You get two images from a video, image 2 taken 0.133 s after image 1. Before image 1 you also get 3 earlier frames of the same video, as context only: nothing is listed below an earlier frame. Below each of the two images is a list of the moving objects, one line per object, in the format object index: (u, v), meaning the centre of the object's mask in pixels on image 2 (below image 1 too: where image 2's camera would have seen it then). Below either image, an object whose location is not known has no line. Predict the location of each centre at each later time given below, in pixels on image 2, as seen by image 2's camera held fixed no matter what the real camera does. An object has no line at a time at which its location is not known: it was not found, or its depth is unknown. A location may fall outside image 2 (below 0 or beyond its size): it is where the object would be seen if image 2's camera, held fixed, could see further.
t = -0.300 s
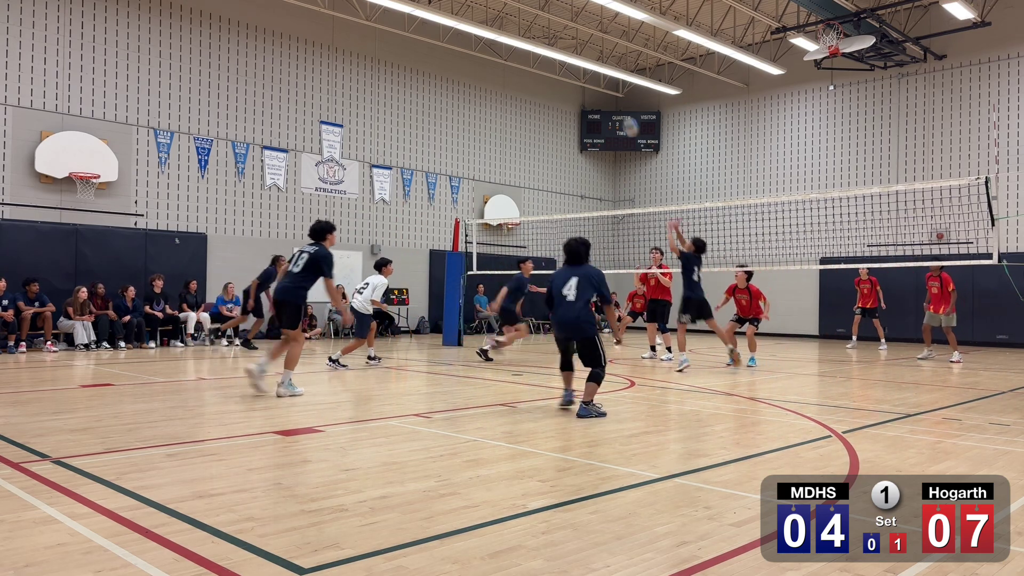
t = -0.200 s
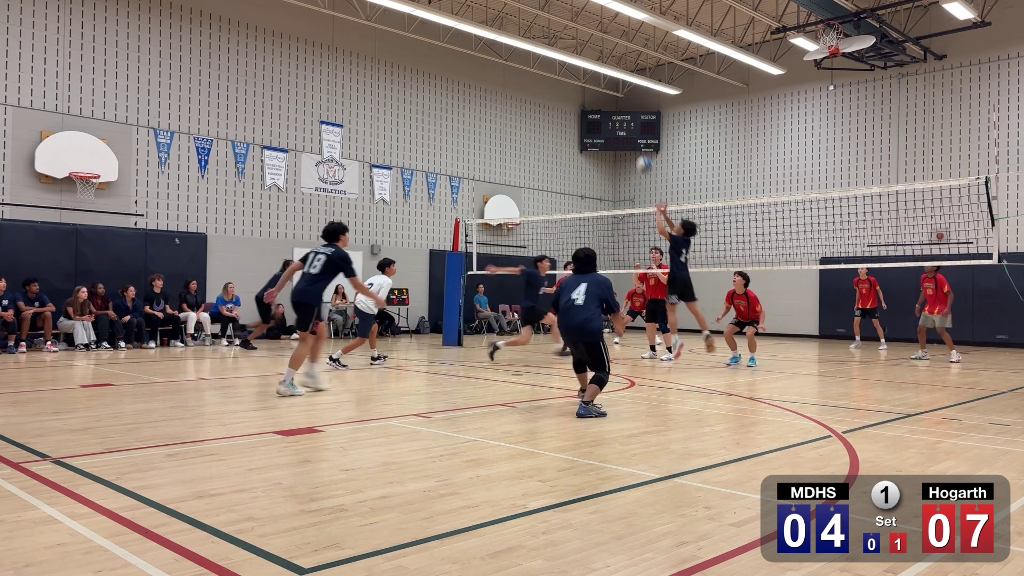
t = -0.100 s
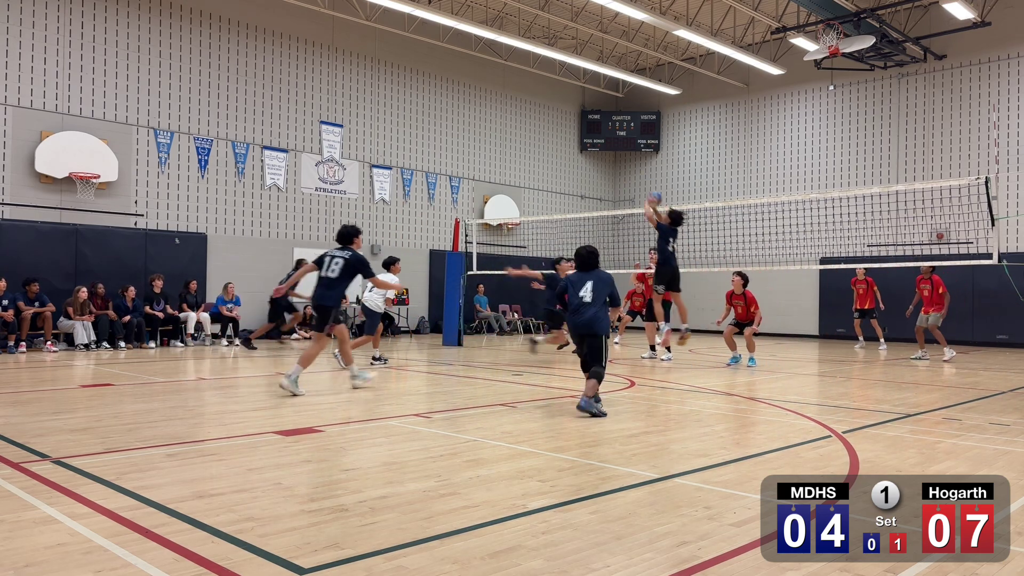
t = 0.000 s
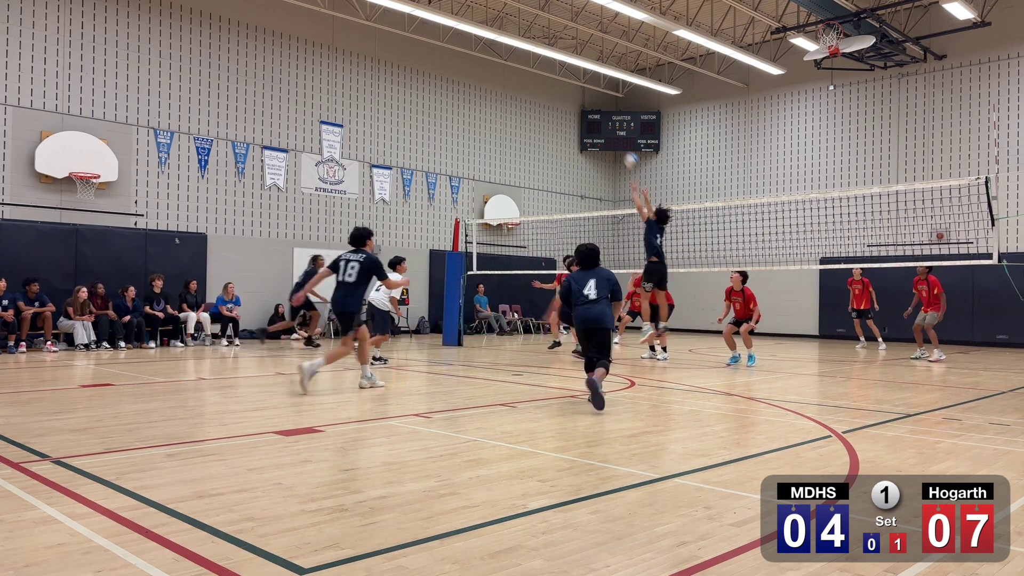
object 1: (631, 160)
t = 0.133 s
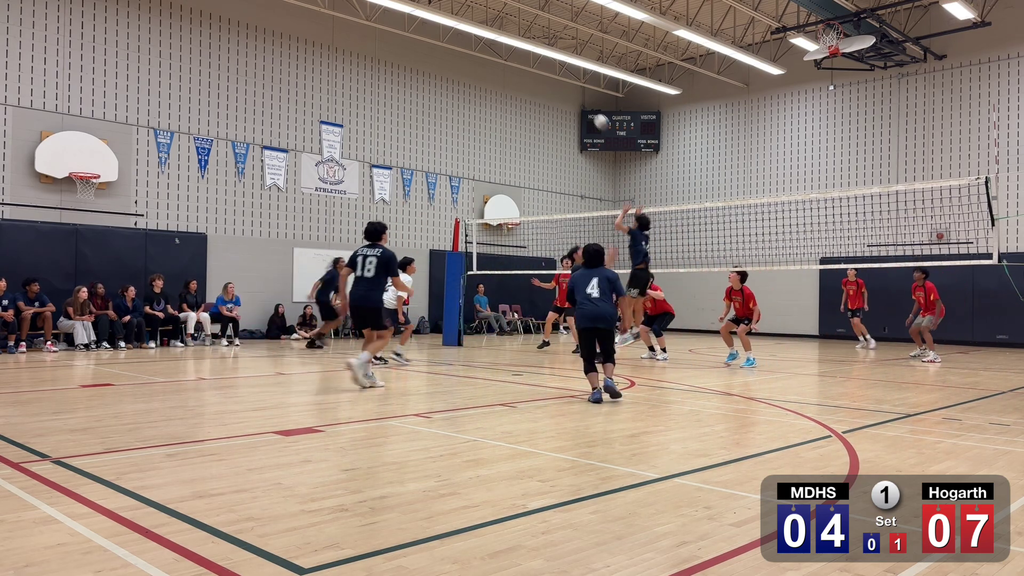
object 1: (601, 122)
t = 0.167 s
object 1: (594, 115)
